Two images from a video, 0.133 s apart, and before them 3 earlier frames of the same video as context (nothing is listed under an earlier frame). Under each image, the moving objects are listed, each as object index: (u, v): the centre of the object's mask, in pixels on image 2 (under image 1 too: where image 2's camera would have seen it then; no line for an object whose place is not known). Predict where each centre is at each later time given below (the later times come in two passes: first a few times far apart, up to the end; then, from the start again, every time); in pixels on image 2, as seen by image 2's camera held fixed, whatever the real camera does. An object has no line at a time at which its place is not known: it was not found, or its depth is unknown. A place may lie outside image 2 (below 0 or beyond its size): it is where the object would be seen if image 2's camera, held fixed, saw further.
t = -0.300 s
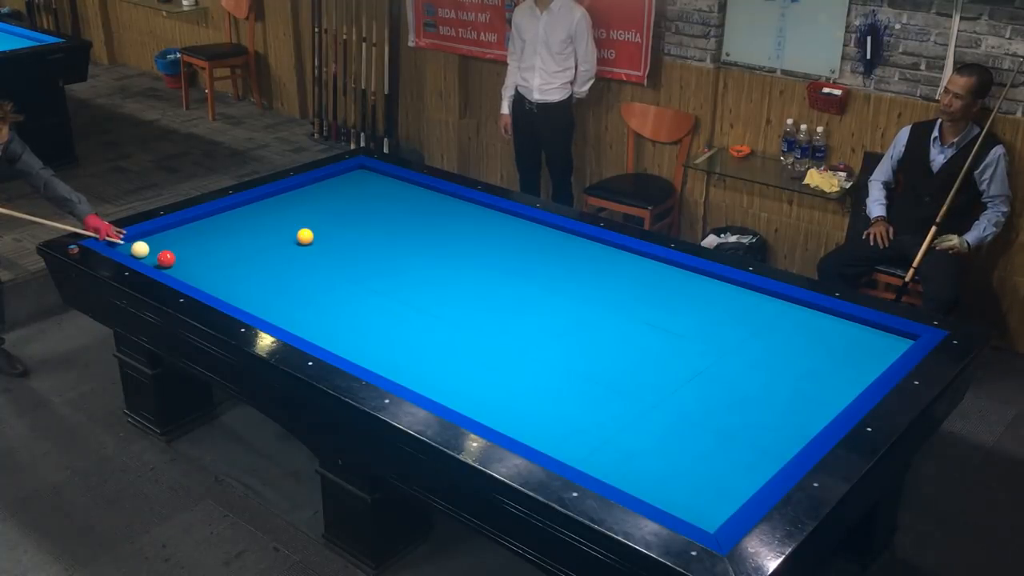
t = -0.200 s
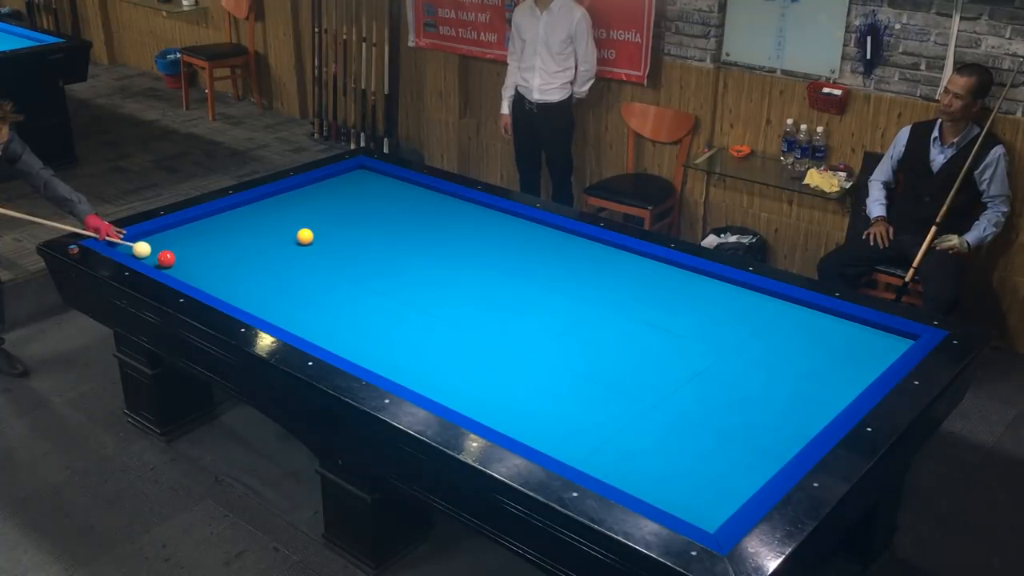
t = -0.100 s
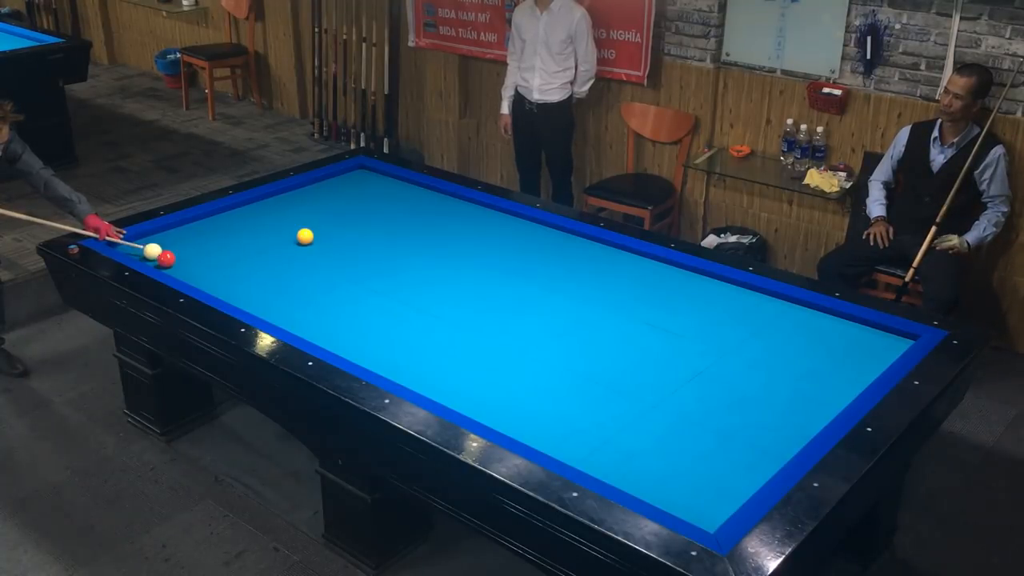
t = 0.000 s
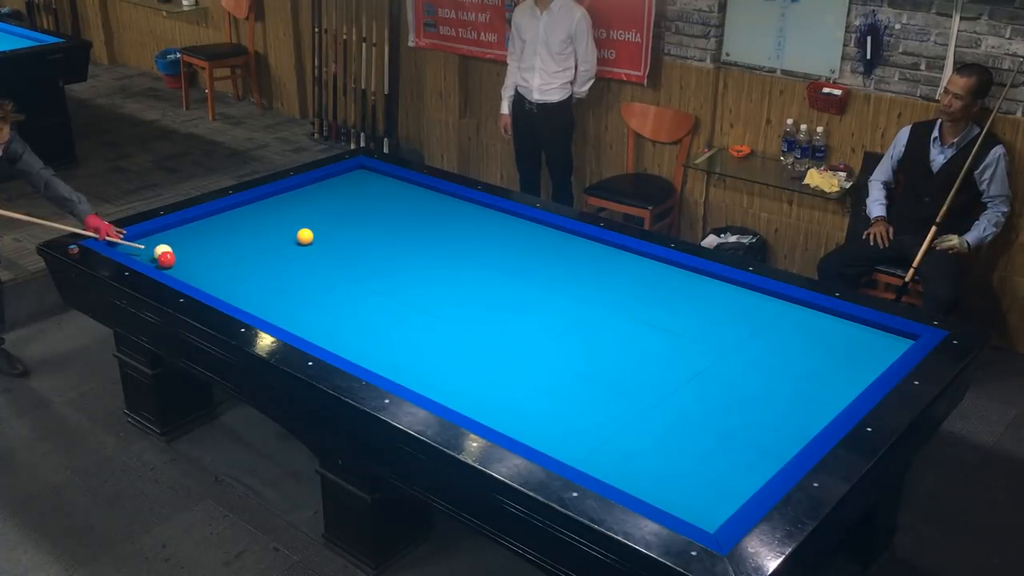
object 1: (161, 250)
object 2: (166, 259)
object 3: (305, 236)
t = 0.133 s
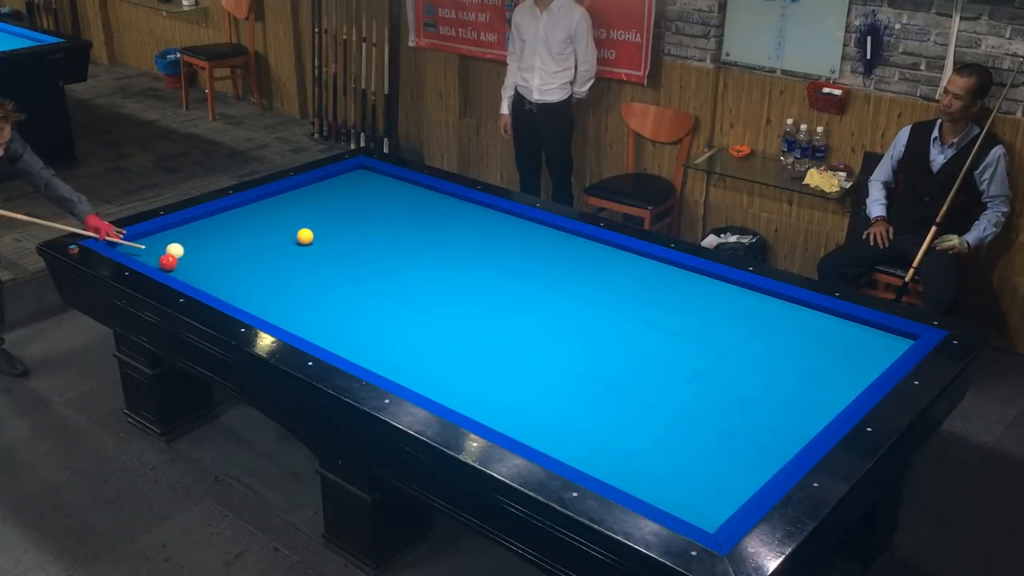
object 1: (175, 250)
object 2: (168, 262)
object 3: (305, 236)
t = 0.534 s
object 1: (208, 248)
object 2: (173, 269)
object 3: (305, 236)
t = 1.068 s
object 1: (248, 243)
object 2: (185, 274)
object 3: (305, 236)
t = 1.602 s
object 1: (284, 239)
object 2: (197, 278)
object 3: (305, 236)
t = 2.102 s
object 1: (292, 237)
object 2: (206, 279)
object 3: (321, 235)
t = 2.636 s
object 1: (294, 236)
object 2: (213, 280)
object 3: (336, 234)
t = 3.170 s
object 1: (294, 236)
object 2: (216, 281)
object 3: (348, 233)
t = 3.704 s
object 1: (294, 236)
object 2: (216, 281)
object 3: (356, 232)
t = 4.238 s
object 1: (294, 236)
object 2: (216, 281)
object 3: (361, 232)
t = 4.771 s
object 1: (294, 236)
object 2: (216, 281)
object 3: (362, 231)
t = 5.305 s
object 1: (294, 236)
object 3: (362, 231)
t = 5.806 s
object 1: (294, 236)
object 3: (362, 231)
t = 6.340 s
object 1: (294, 236)
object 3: (362, 231)
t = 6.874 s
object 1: (294, 236)
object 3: (362, 231)
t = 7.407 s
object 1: (294, 236)
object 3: (362, 231)
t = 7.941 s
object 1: (294, 236)
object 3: (362, 231)
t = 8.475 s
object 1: (294, 236)
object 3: (362, 231)
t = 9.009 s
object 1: (294, 236)
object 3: (362, 231)
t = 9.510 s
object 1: (294, 236)
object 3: (362, 231)
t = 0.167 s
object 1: (178, 250)
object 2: (168, 263)
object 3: (305, 236)
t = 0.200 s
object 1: (180, 250)
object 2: (169, 263)
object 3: (305, 236)
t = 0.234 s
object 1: (183, 250)
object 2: (169, 264)
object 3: (305, 236)
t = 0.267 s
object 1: (186, 250)
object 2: (170, 264)
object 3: (305, 236)
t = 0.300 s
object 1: (189, 250)
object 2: (170, 265)
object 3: (305, 236)
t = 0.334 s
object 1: (191, 249)
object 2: (170, 265)
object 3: (305, 236)
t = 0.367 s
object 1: (194, 249)
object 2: (171, 266)
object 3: (305, 236)
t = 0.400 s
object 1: (197, 249)
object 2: (171, 266)
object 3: (305, 236)
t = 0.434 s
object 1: (200, 249)
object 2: (172, 267)
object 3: (305, 236)
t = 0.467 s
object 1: (203, 248)
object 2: (172, 268)
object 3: (305, 236)
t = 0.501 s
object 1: (205, 248)
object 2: (172, 268)
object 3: (305, 236)
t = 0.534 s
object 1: (208, 248)
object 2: (173, 269)
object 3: (305, 236)
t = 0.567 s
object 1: (211, 247)
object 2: (173, 269)
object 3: (305, 236)
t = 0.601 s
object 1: (213, 247)
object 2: (174, 270)
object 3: (305, 236)
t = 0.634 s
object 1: (216, 247)
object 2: (174, 270)
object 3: (305, 236)
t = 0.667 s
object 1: (219, 247)
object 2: (175, 271)
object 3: (305, 236)
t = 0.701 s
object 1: (221, 246)
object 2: (175, 271)
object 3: (305, 236)
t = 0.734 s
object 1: (224, 246)
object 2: (176, 271)
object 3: (305, 236)
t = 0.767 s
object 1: (226, 246)
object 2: (177, 272)
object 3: (305, 236)
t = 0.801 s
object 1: (229, 245)
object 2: (177, 272)
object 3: (305, 236)
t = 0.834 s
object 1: (231, 245)
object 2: (178, 272)
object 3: (305, 236)
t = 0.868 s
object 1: (234, 245)
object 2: (179, 272)
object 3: (305, 236)
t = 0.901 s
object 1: (236, 244)
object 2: (180, 273)
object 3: (305, 236)
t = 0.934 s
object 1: (239, 244)
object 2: (181, 273)
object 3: (305, 236)
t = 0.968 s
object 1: (241, 244)
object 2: (182, 273)
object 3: (305, 236)
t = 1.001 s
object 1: (244, 244)
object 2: (183, 274)
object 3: (305, 236)
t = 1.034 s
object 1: (246, 243)
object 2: (184, 274)
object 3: (305, 236)
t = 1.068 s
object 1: (248, 243)
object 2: (185, 274)
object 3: (305, 236)
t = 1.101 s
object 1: (251, 243)
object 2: (186, 274)
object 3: (305, 236)
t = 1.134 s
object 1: (253, 242)
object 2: (187, 274)
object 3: (305, 236)
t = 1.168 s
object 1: (256, 242)
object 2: (187, 275)
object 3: (305, 236)
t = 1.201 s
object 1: (258, 242)
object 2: (188, 275)
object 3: (305, 236)
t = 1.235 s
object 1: (260, 242)
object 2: (189, 275)
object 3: (305, 236)
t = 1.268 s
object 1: (262, 241)
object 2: (190, 275)
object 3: (305, 236)
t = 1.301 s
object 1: (265, 241)
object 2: (191, 276)
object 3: (305, 236)
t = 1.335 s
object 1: (267, 241)
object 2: (192, 276)
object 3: (305, 236)
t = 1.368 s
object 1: (269, 240)
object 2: (192, 276)
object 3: (305, 236)
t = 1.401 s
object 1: (271, 240)
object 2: (193, 276)
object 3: (305, 236)
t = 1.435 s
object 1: (273, 240)
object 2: (194, 277)
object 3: (305, 236)
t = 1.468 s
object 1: (276, 240)
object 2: (195, 277)
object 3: (305, 236)
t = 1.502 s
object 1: (278, 240)
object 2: (195, 277)
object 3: (305, 236)
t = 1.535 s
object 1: (280, 239)
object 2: (196, 277)
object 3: (305, 236)
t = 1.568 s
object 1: (282, 239)
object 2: (197, 277)
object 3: (305, 236)
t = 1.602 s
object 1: (284, 239)
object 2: (197, 278)
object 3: (305, 236)
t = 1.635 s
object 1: (286, 239)
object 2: (198, 278)
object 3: (305, 236)
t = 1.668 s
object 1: (288, 238)
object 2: (199, 278)
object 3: (305, 236)
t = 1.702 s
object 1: (288, 238)
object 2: (200, 278)
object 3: (306, 236)
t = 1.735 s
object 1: (289, 238)
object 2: (200, 278)
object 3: (308, 236)
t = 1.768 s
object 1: (289, 238)
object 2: (201, 278)
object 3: (309, 236)
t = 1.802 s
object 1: (290, 238)
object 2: (201, 278)
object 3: (310, 236)
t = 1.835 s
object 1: (290, 238)
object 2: (202, 278)
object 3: (311, 236)
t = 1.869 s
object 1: (290, 238)
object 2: (203, 279)
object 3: (313, 235)
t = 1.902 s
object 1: (291, 238)
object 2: (203, 279)
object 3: (314, 236)
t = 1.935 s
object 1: (291, 237)
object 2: (204, 279)
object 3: (315, 235)
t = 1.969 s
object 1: (291, 237)
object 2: (204, 279)
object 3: (316, 235)
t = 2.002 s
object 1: (291, 237)
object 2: (205, 279)
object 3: (317, 235)
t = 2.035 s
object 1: (292, 237)
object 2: (205, 279)
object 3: (318, 235)
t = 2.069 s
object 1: (292, 237)
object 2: (206, 279)
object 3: (320, 235)
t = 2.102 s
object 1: (292, 237)
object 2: (206, 279)
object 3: (321, 235)
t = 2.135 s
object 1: (292, 237)
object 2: (207, 280)
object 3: (322, 235)
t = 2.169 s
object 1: (292, 237)
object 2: (207, 279)
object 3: (323, 235)
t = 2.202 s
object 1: (292, 237)
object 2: (208, 280)
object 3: (324, 235)
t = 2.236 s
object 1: (293, 237)
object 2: (208, 280)
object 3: (325, 235)
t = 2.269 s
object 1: (293, 237)
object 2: (209, 280)
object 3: (326, 234)
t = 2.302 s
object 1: (293, 237)
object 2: (209, 280)
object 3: (327, 234)
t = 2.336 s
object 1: (293, 237)
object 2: (210, 280)
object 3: (328, 234)
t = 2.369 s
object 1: (293, 237)
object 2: (210, 280)
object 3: (329, 234)
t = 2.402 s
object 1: (293, 236)
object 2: (211, 280)
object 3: (330, 234)
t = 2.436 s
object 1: (293, 236)
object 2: (211, 280)
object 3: (331, 234)
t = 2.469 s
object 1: (293, 236)
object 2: (211, 280)
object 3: (332, 234)
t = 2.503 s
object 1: (294, 236)
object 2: (212, 280)
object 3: (333, 234)
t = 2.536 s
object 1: (294, 236)
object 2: (212, 280)
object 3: (334, 234)
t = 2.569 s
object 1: (294, 236)
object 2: (212, 280)
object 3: (334, 234)
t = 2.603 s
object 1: (294, 236)
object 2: (213, 280)
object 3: (335, 234)
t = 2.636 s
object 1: (294, 236)
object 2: (213, 280)
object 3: (336, 234)
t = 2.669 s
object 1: (294, 236)
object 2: (213, 280)
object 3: (337, 234)
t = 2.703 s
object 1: (294, 236)
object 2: (213, 280)
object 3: (338, 233)
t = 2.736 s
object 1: (294, 236)
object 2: (214, 280)
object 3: (339, 233)
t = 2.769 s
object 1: (294, 236)
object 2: (214, 280)
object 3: (340, 233)
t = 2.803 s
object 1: (294, 236)
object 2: (214, 280)
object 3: (340, 233)
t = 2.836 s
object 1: (294, 236)
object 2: (214, 280)
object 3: (341, 233)
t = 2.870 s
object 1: (294, 236)
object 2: (215, 280)
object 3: (342, 233)
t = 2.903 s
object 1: (294, 236)
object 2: (215, 280)
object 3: (343, 233)
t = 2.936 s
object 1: (294, 236)
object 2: (215, 280)
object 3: (343, 233)
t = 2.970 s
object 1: (294, 236)
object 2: (215, 280)
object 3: (344, 233)
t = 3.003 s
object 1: (294, 236)
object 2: (215, 280)
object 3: (345, 233)
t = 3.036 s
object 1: (294, 236)
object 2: (215, 280)
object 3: (345, 233)
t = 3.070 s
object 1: (294, 236)
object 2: (215, 280)
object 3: (346, 233)
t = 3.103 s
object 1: (294, 236)
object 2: (216, 281)
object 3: (347, 233)
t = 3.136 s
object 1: (294, 236)
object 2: (216, 281)
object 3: (347, 233)
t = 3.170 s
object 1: (294, 236)
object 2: (216, 281)
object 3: (348, 233)
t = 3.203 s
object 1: (294, 236)
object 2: (216, 281)
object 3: (349, 233)
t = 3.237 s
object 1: (294, 236)
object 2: (216, 281)
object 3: (349, 233)
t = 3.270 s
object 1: (294, 236)
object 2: (216, 281)
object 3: (350, 233)
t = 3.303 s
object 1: (294, 236)
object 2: (216, 281)
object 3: (350, 232)
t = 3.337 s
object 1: (294, 236)
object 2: (216, 281)
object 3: (351, 232)
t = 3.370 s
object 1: (294, 236)
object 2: (216, 281)
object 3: (352, 232)
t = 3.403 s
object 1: (294, 236)
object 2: (216, 281)
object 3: (352, 232)
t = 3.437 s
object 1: (294, 236)
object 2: (216, 281)
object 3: (353, 232)
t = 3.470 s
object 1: (294, 236)
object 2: (216, 281)
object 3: (353, 232)
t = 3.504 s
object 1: (294, 236)
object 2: (216, 281)
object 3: (354, 232)
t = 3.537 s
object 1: (294, 236)
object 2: (216, 281)
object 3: (354, 232)
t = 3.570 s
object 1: (294, 236)
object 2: (216, 281)
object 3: (355, 232)
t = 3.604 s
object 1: (294, 236)
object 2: (216, 281)
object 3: (355, 232)
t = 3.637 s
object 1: (294, 236)
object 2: (216, 281)
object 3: (356, 232)
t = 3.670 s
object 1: (294, 236)
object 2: (216, 281)
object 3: (356, 232)
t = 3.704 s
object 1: (294, 236)
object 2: (216, 281)
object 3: (356, 232)
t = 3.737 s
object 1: (294, 236)
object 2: (216, 281)
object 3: (357, 232)
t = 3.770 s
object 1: (294, 236)
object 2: (216, 281)
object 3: (357, 232)
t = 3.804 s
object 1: (294, 236)
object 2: (216, 281)
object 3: (358, 232)
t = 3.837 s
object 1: (294, 236)
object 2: (216, 281)
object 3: (358, 232)
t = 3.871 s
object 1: (294, 236)
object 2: (216, 281)
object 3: (358, 232)
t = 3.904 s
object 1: (294, 236)
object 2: (216, 281)
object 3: (358, 232)
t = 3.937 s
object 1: (294, 236)
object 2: (216, 281)
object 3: (359, 232)
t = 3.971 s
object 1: (294, 236)
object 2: (216, 281)
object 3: (359, 232)
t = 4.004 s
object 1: (294, 236)
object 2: (216, 281)
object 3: (360, 232)
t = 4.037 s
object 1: (294, 236)
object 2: (216, 281)
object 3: (360, 232)
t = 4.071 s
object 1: (294, 236)
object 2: (216, 281)
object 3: (360, 232)
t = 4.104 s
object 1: (294, 236)
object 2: (216, 281)
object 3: (360, 232)
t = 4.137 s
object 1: (294, 236)
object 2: (216, 281)
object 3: (360, 232)
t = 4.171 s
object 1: (294, 236)
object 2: (216, 281)
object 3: (360, 232)
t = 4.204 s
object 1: (294, 236)
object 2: (216, 281)
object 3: (361, 232)
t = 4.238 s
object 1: (294, 236)
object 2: (216, 281)
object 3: (361, 232)
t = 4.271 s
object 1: (294, 236)
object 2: (216, 281)
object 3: (361, 231)
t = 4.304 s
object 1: (294, 236)
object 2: (216, 281)
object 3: (361, 231)
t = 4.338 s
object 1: (294, 236)
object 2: (216, 281)
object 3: (361, 231)
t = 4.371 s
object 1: (294, 236)
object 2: (216, 281)
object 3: (361, 231)
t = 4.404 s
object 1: (294, 236)
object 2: (216, 281)
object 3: (362, 231)
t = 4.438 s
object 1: (294, 236)
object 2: (216, 281)
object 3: (362, 231)
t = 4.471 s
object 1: (294, 236)
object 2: (216, 281)
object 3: (362, 231)
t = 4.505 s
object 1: (294, 236)
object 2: (216, 281)
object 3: (362, 231)
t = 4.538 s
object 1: (294, 236)
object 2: (216, 281)
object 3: (362, 231)
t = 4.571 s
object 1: (294, 236)
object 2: (216, 281)
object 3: (362, 231)
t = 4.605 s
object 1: (294, 236)
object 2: (216, 281)
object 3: (362, 231)
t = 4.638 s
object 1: (294, 236)
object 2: (216, 281)
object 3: (362, 231)
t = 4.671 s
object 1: (294, 237)
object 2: (216, 281)
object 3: (362, 231)
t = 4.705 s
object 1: (294, 236)
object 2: (216, 281)
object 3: (363, 231)
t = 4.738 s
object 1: (294, 236)
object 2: (216, 281)
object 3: (362, 231)
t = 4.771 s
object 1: (294, 236)
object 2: (216, 281)
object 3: (362, 231)
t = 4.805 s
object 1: (294, 236)
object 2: (216, 281)
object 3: (362, 231)
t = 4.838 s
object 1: (294, 236)
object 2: (216, 281)
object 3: (362, 231)
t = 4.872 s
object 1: (294, 236)
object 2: (216, 281)
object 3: (362, 231)
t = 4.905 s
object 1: (294, 236)
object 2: (216, 281)
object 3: (362, 231)
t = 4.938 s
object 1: (294, 236)
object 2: (216, 281)
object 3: (362, 231)
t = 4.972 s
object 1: (294, 236)
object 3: (362, 231)
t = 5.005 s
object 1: (294, 236)
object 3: (362, 231)
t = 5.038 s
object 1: (294, 236)
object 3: (362, 231)
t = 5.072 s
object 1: (294, 236)
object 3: (362, 231)
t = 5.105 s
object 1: (294, 236)
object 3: (362, 231)
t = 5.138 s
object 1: (294, 236)
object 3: (362, 231)
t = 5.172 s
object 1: (294, 236)
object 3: (362, 231)
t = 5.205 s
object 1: (294, 236)
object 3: (362, 231)
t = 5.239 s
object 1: (294, 236)
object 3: (362, 231)
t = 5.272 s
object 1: (294, 236)
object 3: (362, 231)
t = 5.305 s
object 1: (294, 236)
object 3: (362, 231)
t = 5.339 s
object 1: (294, 236)
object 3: (362, 231)
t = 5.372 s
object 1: (294, 236)
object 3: (362, 231)
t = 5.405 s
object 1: (294, 236)
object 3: (362, 231)
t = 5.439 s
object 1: (294, 236)
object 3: (362, 231)
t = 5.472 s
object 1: (294, 236)
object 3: (362, 231)
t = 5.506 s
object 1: (294, 236)
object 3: (362, 231)
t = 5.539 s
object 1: (294, 236)
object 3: (362, 231)
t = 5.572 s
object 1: (294, 236)
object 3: (362, 231)
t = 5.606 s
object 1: (294, 236)
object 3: (362, 231)
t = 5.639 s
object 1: (294, 236)
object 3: (362, 231)
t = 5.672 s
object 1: (294, 236)
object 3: (362, 231)
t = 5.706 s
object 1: (294, 236)
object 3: (362, 231)
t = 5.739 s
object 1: (294, 236)
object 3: (362, 231)
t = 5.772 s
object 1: (294, 236)
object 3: (362, 231)
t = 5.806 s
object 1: (294, 236)
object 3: (362, 231)
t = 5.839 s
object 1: (294, 236)
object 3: (362, 231)
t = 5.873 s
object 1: (294, 236)
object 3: (362, 231)
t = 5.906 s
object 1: (294, 236)
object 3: (362, 231)
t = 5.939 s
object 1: (294, 236)
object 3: (362, 231)
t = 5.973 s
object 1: (294, 236)
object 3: (362, 231)
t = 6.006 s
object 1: (294, 236)
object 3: (362, 231)
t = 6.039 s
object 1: (294, 236)
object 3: (362, 231)
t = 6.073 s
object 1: (294, 236)
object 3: (362, 231)
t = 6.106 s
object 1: (294, 236)
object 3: (362, 231)
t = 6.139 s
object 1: (294, 236)
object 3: (362, 231)
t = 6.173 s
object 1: (294, 236)
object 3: (362, 231)
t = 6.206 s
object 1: (294, 236)
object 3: (362, 231)
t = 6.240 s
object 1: (294, 236)
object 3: (362, 231)
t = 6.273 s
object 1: (294, 236)
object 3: (362, 231)
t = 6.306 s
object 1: (294, 236)
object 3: (362, 231)
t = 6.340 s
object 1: (294, 236)
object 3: (362, 231)
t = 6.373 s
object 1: (294, 236)
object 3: (362, 231)
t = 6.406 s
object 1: (294, 236)
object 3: (362, 231)
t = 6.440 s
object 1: (294, 236)
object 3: (362, 231)
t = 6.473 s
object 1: (294, 236)
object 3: (362, 231)
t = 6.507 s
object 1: (294, 236)
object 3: (362, 231)
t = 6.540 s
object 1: (294, 236)
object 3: (362, 231)
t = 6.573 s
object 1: (294, 236)
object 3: (362, 231)
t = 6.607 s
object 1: (294, 236)
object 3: (362, 231)
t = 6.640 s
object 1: (294, 236)
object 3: (362, 231)
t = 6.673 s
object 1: (294, 236)
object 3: (362, 231)
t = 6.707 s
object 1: (294, 236)
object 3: (362, 231)
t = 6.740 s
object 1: (294, 236)
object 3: (362, 231)
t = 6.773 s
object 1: (294, 236)
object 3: (362, 231)
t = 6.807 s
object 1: (294, 236)
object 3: (362, 231)
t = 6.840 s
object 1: (294, 236)
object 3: (362, 231)
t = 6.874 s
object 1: (294, 236)
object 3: (362, 231)
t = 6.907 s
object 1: (294, 236)
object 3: (362, 231)
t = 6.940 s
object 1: (294, 236)
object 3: (362, 231)
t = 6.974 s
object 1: (294, 236)
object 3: (362, 231)
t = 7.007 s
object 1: (294, 236)
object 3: (362, 231)
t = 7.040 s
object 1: (294, 236)
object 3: (362, 231)
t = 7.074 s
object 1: (294, 236)
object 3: (362, 231)
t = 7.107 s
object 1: (294, 236)
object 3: (362, 231)
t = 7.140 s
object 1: (294, 236)
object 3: (362, 231)
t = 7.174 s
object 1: (294, 236)
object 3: (362, 231)
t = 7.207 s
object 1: (294, 236)
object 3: (362, 231)
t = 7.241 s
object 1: (294, 236)
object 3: (362, 231)
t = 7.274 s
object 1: (294, 236)
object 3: (362, 231)
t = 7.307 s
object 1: (294, 236)
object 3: (362, 231)
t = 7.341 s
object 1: (294, 236)
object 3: (362, 231)
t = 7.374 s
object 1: (294, 236)
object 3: (362, 231)
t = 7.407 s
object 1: (294, 236)
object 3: (362, 231)
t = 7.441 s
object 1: (294, 236)
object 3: (362, 231)
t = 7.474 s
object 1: (294, 236)
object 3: (362, 231)
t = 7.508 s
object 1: (294, 236)
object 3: (362, 231)
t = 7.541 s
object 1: (294, 236)
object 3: (362, 231)
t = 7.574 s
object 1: (294, 236)
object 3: (362, 231)
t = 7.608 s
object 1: (294, 236)
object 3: (362, 231)
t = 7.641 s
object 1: (294, 236)
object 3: (362, 231)
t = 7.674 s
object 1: (294, 236)
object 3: (362, 231)
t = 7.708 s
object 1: (294, 236)
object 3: (362, 231)
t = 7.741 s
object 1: (294, 236)
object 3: (362, 231)
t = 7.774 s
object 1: (294, 236)
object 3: (362, 231)
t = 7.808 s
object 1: (294, 236)
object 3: (362, 231)
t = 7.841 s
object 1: (294, 236)
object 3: (362, 231)
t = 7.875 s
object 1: (294, 236)
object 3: (362, 231)
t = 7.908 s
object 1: (294, 236)
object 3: (362, 231)
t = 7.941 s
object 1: (294, 236)
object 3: (362, 231)
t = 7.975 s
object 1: (294, 236)
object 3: (362, 231)
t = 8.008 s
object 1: (294, 236)
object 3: (362, 231)
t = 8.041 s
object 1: (294, 236)
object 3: (362, 231)
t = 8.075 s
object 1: (294, 236)
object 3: (362, 231)
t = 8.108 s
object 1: (294, 236)
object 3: (362, 231)
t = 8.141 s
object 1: (294, 236)
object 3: (362, 231)
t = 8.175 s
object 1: (294, 236)
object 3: (362, 231)
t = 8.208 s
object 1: (294, 236)
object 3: (362, 231)
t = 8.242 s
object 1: (294, 236)
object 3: (362, 231)
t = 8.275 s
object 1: (294, 236)
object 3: (362, 231)
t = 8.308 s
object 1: (294, 236)
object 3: (362, 231)
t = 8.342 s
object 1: (294, 236)
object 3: (362, 231)
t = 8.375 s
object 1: (294, 236)
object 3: (362, 231)
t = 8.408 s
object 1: (294, 236)
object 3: (362, 231)
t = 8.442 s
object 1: (294, 236)
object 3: (362, 231)
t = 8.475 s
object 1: (294, 236)
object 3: (362, 231)
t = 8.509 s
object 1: (294, 236)
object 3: (362, 231)
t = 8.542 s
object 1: (294, 236)
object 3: (362, 231)
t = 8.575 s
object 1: (294, 236)
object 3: (362, 231)
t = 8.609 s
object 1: (294, 236)
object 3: (362, 231)
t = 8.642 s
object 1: (294, 236)
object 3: (362, 231)
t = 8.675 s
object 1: (294, 236)
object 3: (362, 231)
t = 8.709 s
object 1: (294, 236)
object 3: (362, 231)
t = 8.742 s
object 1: (294, 236)
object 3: (362, 231)
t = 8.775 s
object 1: (294, 236)
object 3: (362, 231)
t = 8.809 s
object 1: (294, 236)
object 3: (362, 231)
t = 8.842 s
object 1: (294, 236)
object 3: (362, 231)
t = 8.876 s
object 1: (294, 236)
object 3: (362, 231)
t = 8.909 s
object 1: (294, 236)
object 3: (362, 231)
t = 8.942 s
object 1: (294, 236)
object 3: (362, 231)
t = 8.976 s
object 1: (294, 236)
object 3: (362, 231)
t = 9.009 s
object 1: (294, 236)
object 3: (362, 231)
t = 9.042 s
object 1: (294, 236)
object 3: (362, 231)
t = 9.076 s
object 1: (294, 236)
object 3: (362, 231)
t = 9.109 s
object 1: (294, 236)
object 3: (362, 231)
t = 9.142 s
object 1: (294, 236)
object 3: (362, 231)
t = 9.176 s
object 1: (294, 236)
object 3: (362, 231)
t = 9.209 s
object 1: (294, 236)
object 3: (362, 231)
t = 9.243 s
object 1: (294, 236)
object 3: (362, 231)
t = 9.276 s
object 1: (294, 236)
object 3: (362, 231)
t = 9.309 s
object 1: (294, 236)
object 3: (362, 231)
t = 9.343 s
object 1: (294, 236)
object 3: (362, 231)
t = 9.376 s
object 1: (294, 236)
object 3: (362, 231)
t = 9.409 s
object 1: (294, 236)
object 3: (362, 231)
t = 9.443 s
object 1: (294, 236)
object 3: (362, 231)
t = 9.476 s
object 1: (294, 236)
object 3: (362, 231)
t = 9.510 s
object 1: (294, 236)
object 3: (362, 231)
